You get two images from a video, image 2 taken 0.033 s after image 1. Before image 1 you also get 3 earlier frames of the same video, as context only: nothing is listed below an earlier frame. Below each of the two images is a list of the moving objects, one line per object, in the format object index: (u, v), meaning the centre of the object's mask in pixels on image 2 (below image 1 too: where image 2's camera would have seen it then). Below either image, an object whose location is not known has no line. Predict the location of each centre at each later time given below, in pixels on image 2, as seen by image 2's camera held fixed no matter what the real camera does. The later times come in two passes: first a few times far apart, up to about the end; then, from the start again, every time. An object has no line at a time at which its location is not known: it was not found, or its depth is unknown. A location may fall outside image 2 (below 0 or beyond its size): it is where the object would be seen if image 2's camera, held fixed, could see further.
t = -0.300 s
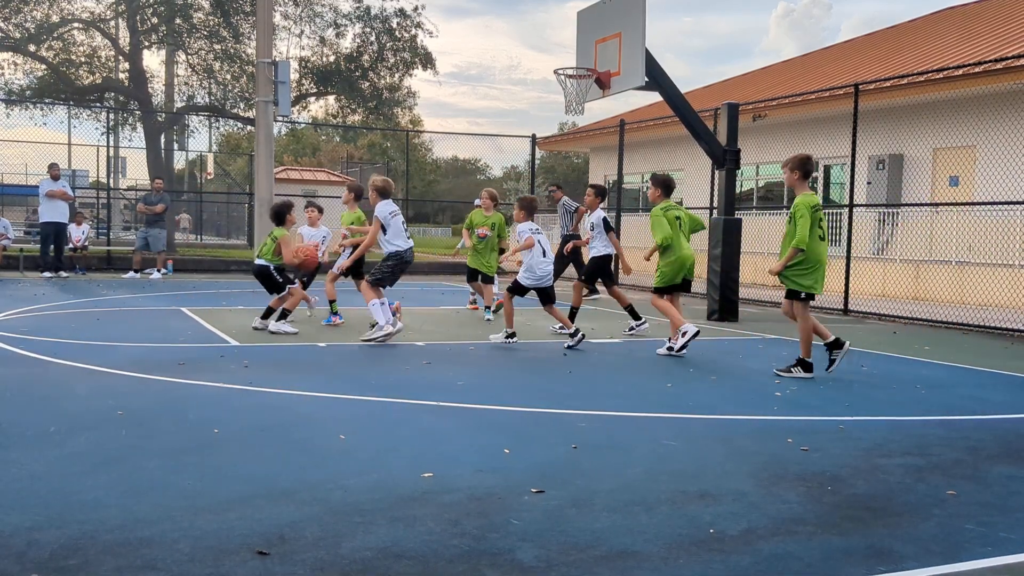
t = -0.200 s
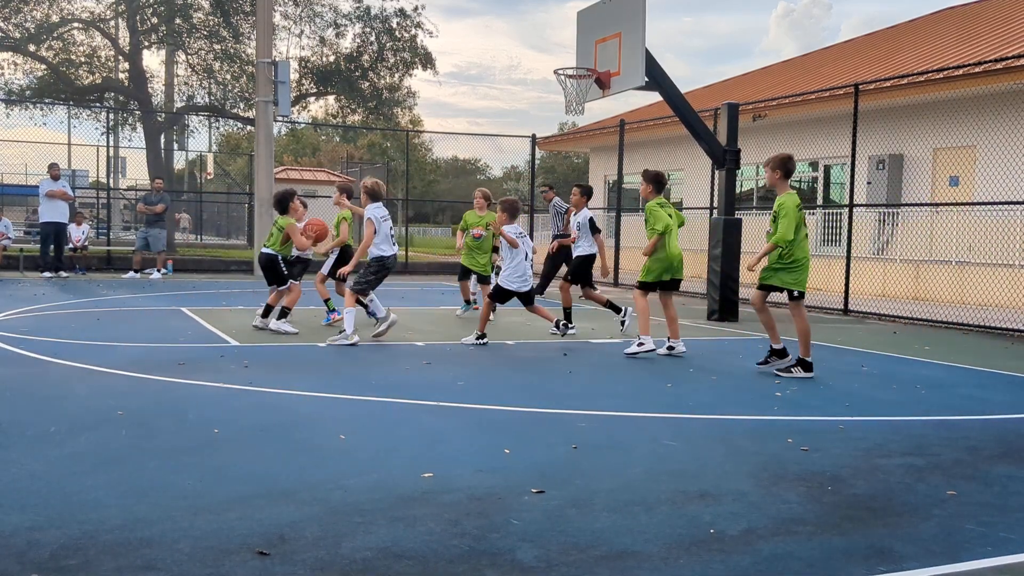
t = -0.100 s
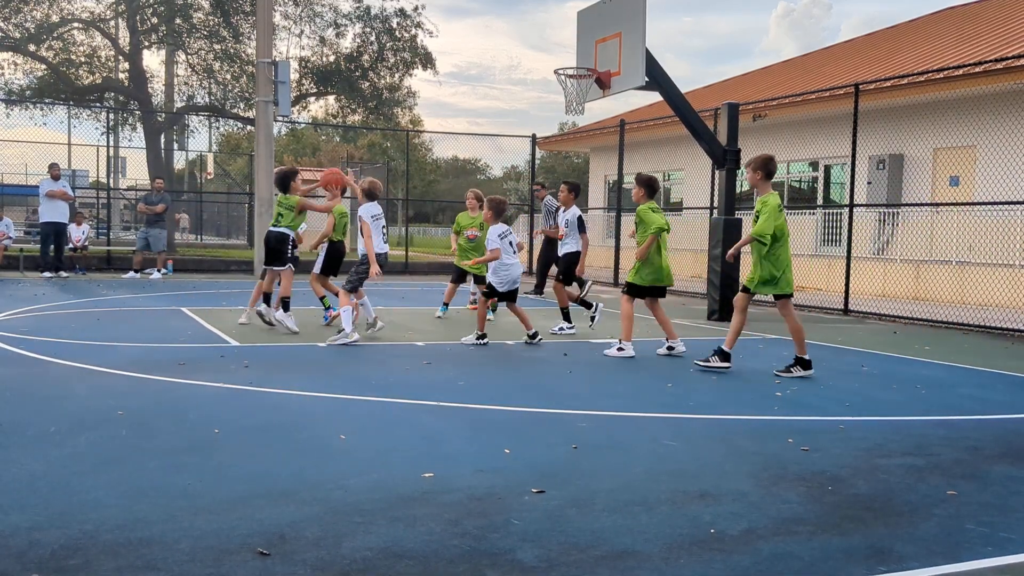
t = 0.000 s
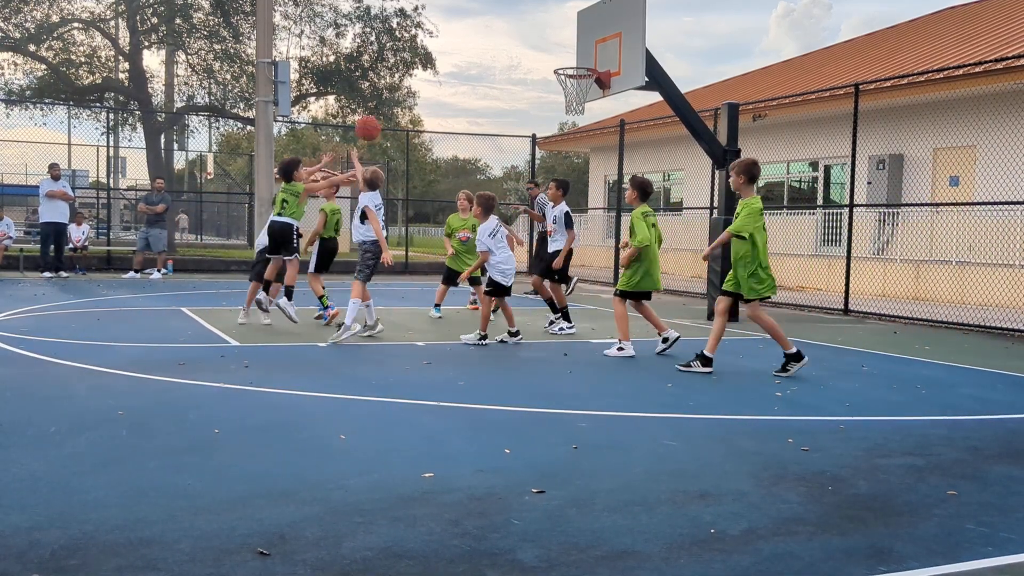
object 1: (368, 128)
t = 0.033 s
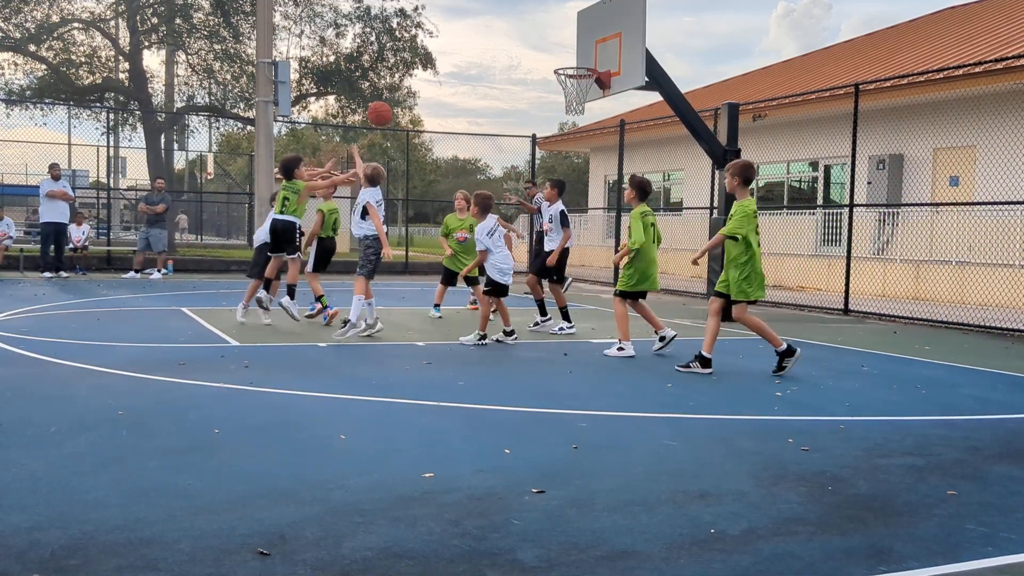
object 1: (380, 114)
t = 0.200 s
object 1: (433, 61)
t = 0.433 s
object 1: (503, 37)
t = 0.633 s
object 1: (555, 59)
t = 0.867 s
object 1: (559, 49)
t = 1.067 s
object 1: (565, 60)
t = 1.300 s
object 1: (583, 61)
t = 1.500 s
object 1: (584, 62)
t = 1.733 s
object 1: (578, 85)
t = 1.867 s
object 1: (572, 122)
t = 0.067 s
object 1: (391, 101)
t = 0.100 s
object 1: (402, 89)
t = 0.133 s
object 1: (413, 78)
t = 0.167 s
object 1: (424, 68)
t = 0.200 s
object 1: (433, 61)
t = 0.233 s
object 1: (444, 54)
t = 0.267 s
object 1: (454, 48)
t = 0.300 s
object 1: (464, 43)
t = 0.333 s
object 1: (474, 40)
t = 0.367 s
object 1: (484, 38)
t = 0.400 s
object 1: (494, 37)
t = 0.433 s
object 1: (503, 37)
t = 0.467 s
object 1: (512, 39)
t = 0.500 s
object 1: (521, 40)
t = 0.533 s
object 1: (530, 44)
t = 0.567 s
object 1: (539, 48)
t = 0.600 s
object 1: (547, 53)
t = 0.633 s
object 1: (555, 59)
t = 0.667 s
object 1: (556, 55)
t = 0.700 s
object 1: (557, 52)
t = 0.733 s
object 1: (557, 49)
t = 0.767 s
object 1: (558, 48)
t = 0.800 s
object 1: (558, 47)
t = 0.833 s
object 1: (558, 48)
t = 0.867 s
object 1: (559, 49)
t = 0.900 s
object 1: (559, 51)
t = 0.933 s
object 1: (560, 54)
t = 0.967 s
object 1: (560, 58)
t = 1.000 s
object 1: (561, 62)
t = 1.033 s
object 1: (562, 62)
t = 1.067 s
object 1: (565, 60)
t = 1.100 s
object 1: (568, 59)
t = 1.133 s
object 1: (570, 58)
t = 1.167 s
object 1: (573, 59)
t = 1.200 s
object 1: (576, 60)
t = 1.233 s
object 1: (578, 62)
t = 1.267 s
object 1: (581, 61)
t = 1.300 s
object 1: (583, 61)
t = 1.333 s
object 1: (585, 61)
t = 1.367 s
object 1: (588, 62)
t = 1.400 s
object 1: (589, 63)
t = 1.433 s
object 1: (588, 63)
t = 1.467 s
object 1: (585, 63)
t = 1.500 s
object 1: (584, 62)
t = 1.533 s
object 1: (583, 62)
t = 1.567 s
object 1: (583, 63)
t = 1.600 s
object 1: (582, 64)
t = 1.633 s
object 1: (580, 69)
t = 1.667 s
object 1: (578, 74)
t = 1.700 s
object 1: (576, 80)
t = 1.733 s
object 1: (578, 85)
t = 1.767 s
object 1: (575, 91)
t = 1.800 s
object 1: (574, 99)
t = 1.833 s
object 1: (572, 114)
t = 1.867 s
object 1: (572, 122)
